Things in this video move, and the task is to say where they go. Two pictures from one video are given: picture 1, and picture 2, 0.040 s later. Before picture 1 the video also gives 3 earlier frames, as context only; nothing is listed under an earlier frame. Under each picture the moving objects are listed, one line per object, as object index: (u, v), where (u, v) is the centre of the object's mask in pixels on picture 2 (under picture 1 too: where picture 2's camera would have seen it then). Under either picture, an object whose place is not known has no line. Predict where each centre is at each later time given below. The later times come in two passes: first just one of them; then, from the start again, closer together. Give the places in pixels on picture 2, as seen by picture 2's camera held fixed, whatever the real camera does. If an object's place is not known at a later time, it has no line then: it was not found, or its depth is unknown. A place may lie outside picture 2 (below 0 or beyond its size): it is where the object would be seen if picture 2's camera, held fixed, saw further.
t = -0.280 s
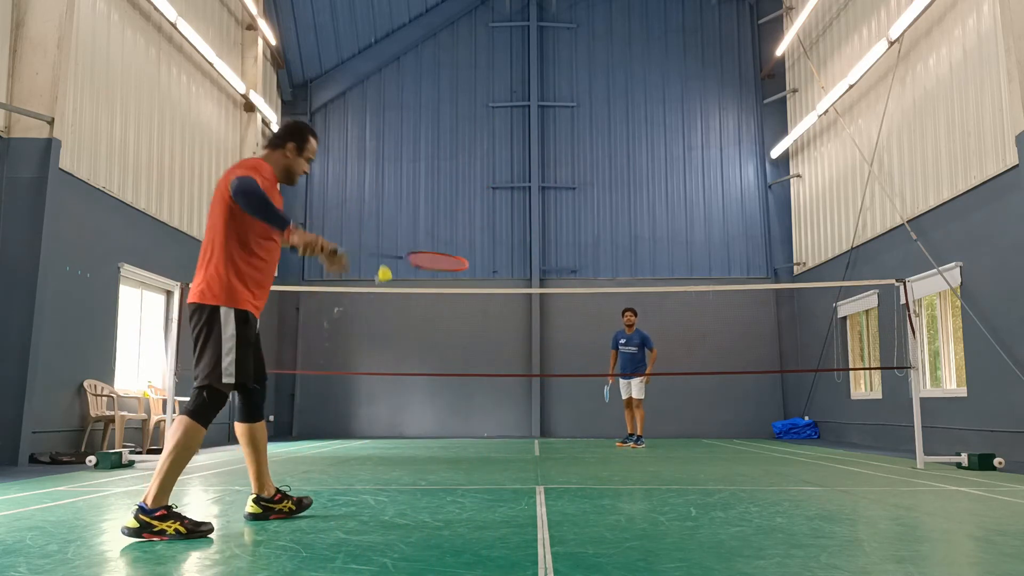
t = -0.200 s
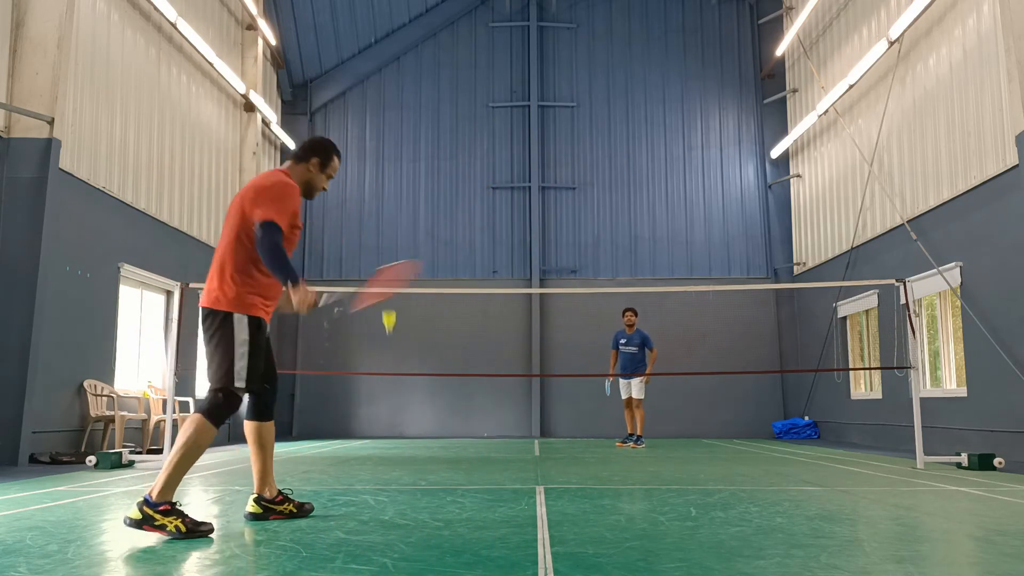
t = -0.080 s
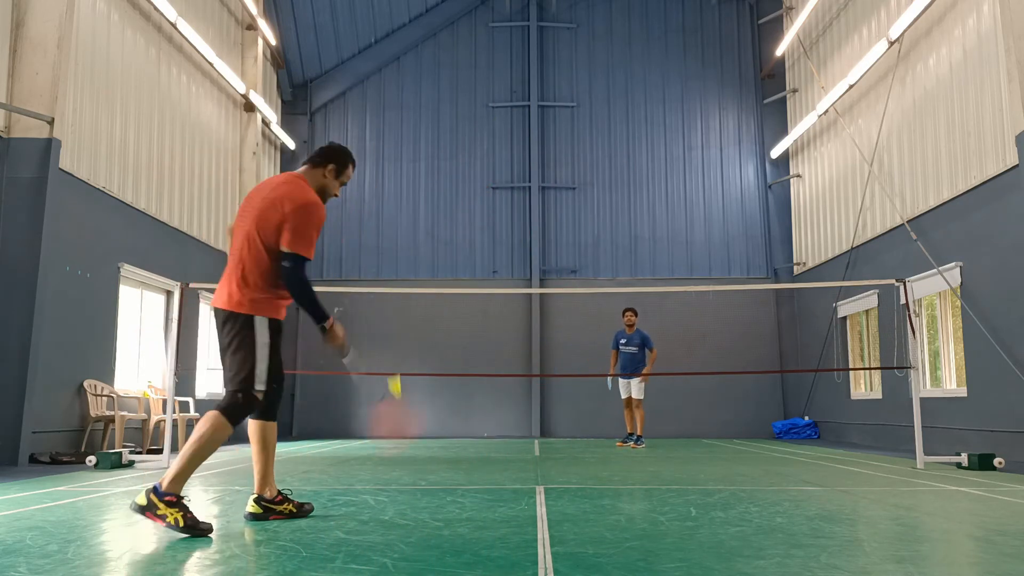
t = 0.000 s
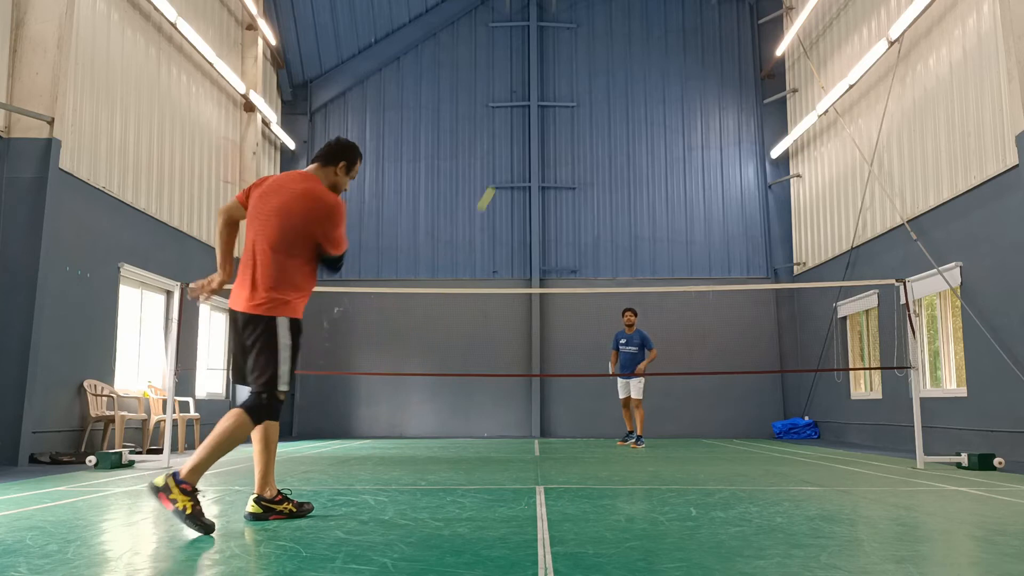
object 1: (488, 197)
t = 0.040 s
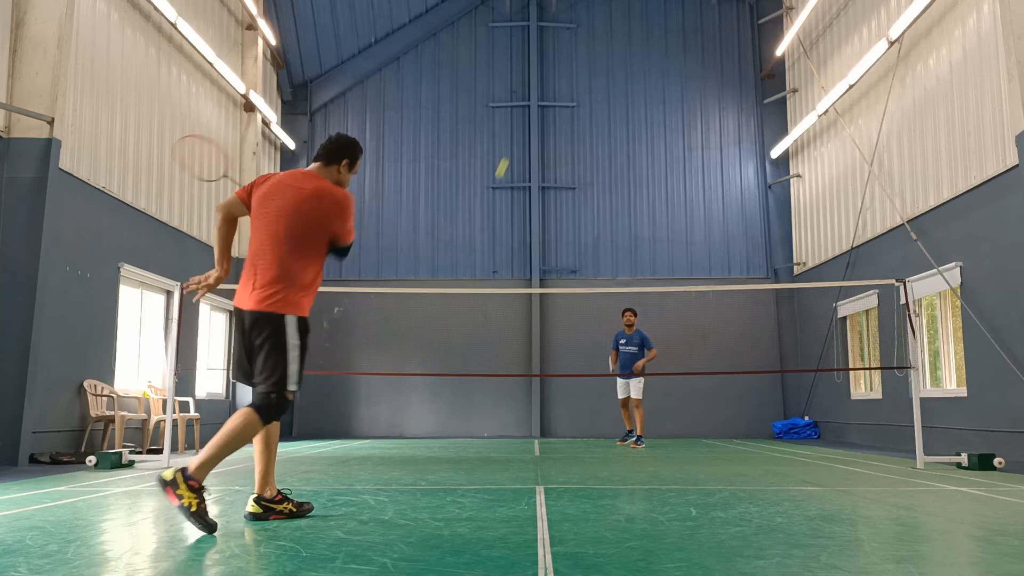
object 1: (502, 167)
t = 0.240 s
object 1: (541, 99)
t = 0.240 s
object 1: (541, 99)
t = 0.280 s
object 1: (544, 96)
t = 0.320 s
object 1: (547, 95)
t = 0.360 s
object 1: (550, 94)
